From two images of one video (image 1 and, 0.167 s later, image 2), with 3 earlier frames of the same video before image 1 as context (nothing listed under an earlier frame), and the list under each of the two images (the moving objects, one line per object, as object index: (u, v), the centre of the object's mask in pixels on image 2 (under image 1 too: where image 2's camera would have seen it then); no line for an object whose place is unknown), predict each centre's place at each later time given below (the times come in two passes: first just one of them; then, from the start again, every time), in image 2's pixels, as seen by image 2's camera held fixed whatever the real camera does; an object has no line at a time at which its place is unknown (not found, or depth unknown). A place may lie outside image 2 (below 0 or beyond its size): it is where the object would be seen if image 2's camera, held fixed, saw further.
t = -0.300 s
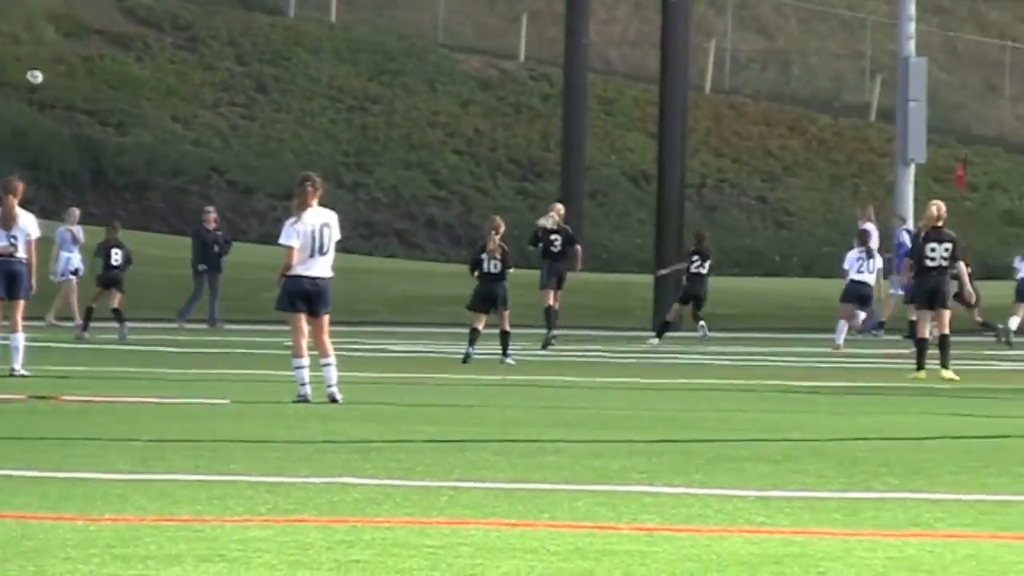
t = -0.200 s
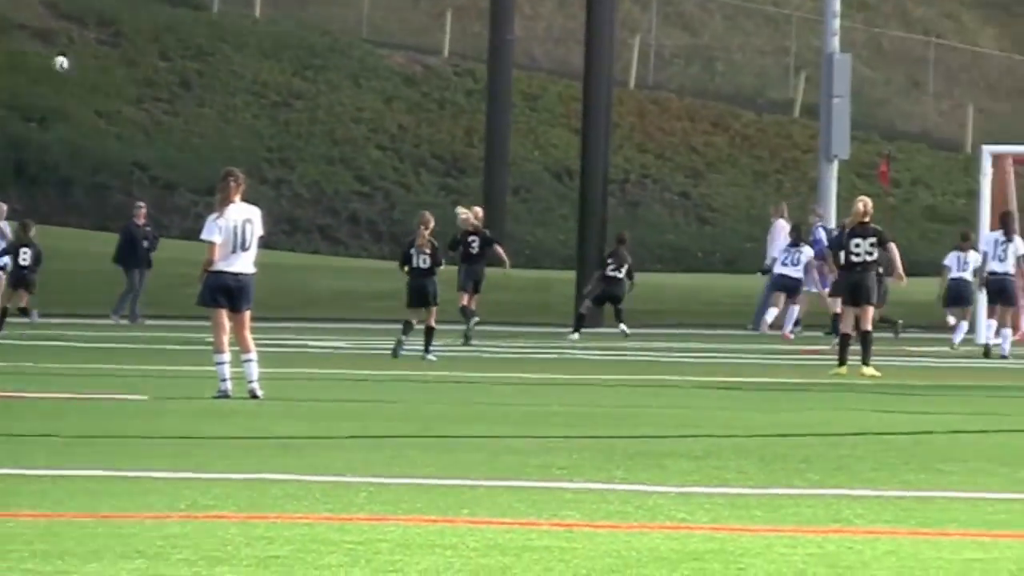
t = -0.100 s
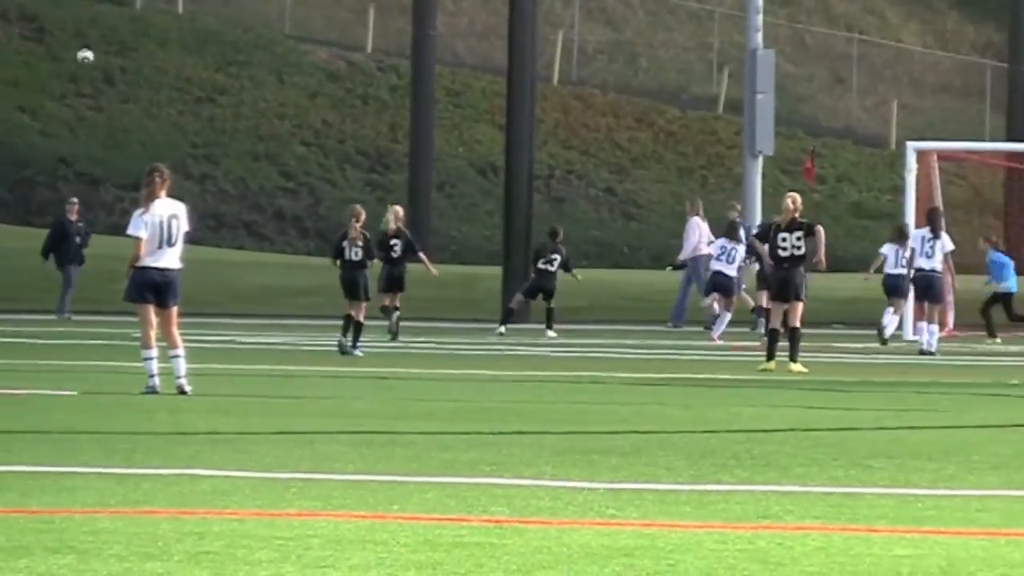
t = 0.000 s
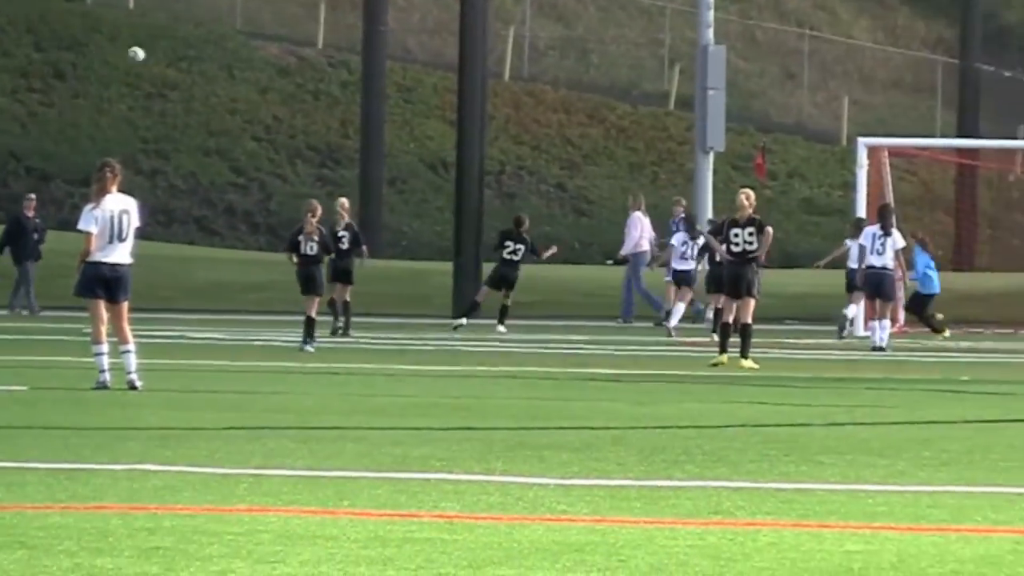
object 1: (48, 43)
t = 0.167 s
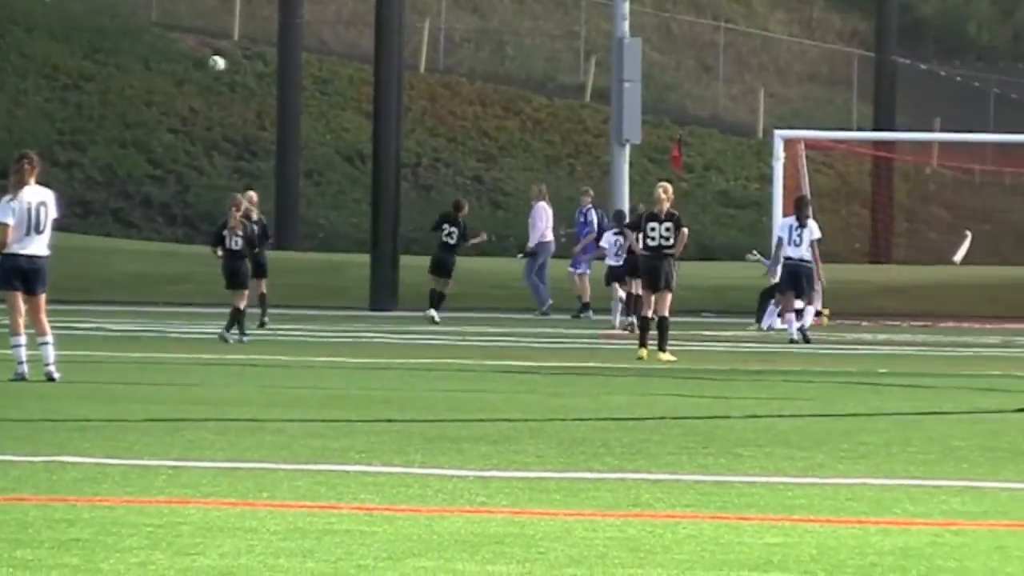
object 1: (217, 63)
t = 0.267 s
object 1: (314, 81)
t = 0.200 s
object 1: (249, 68)
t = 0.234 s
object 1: (282, 75)
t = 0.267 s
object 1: (314, 81)
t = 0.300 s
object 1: (346, 89)
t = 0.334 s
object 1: (378, 98)
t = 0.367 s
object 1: (410, 106)
